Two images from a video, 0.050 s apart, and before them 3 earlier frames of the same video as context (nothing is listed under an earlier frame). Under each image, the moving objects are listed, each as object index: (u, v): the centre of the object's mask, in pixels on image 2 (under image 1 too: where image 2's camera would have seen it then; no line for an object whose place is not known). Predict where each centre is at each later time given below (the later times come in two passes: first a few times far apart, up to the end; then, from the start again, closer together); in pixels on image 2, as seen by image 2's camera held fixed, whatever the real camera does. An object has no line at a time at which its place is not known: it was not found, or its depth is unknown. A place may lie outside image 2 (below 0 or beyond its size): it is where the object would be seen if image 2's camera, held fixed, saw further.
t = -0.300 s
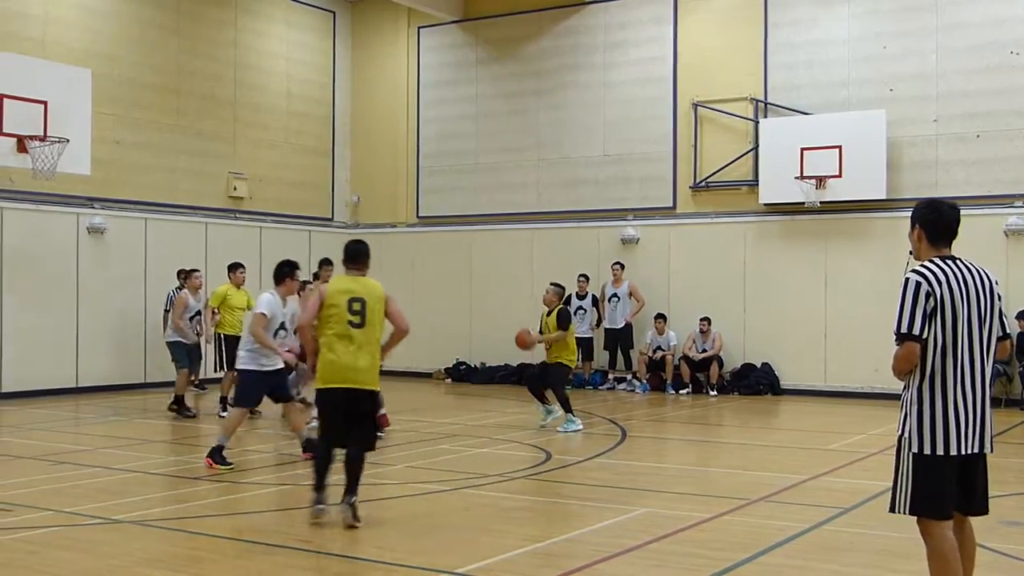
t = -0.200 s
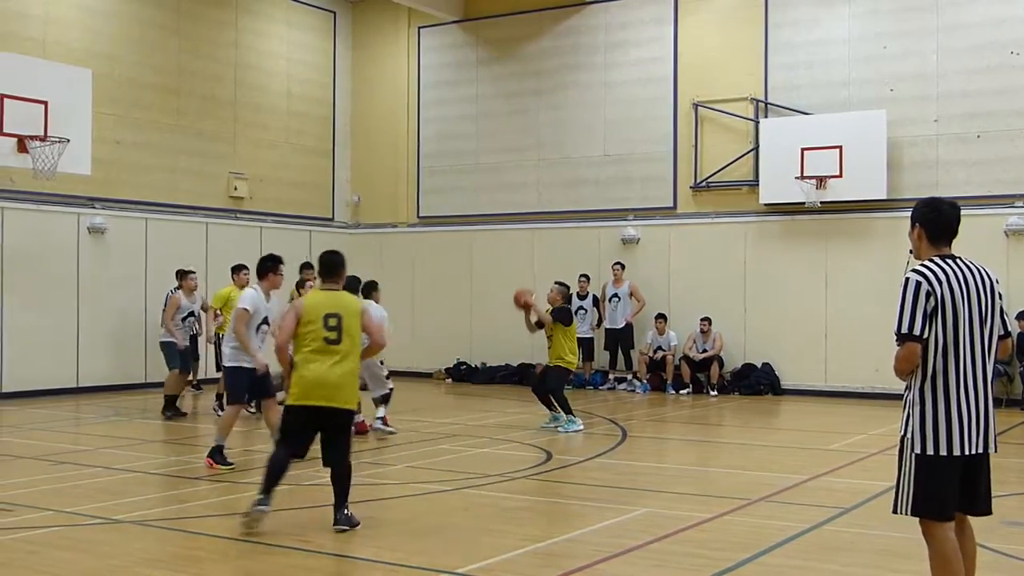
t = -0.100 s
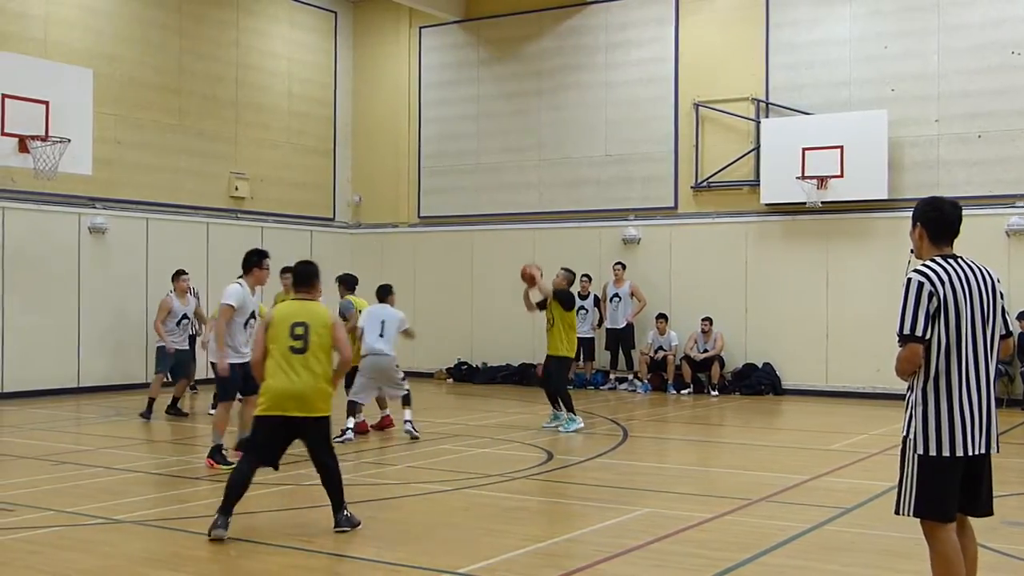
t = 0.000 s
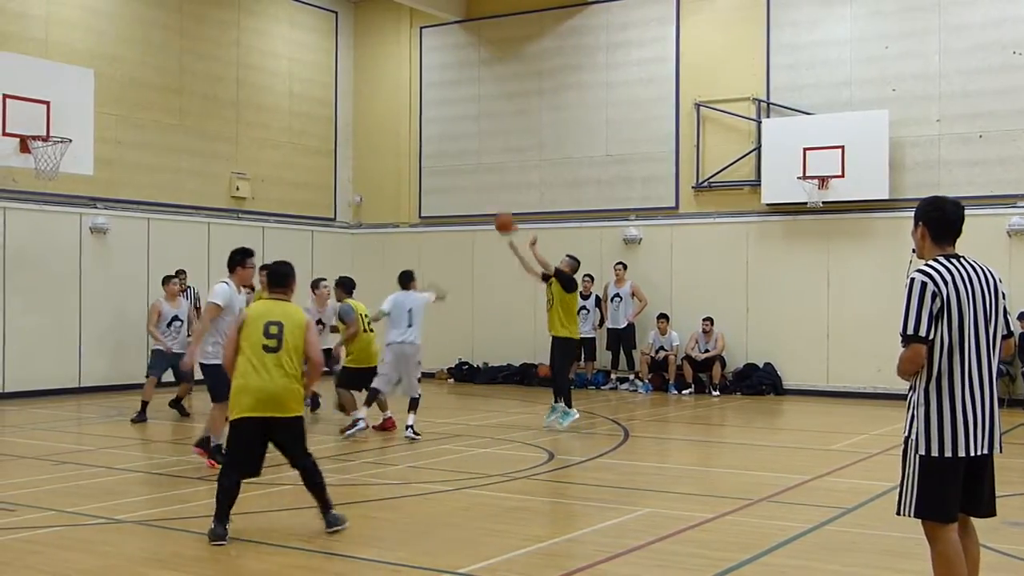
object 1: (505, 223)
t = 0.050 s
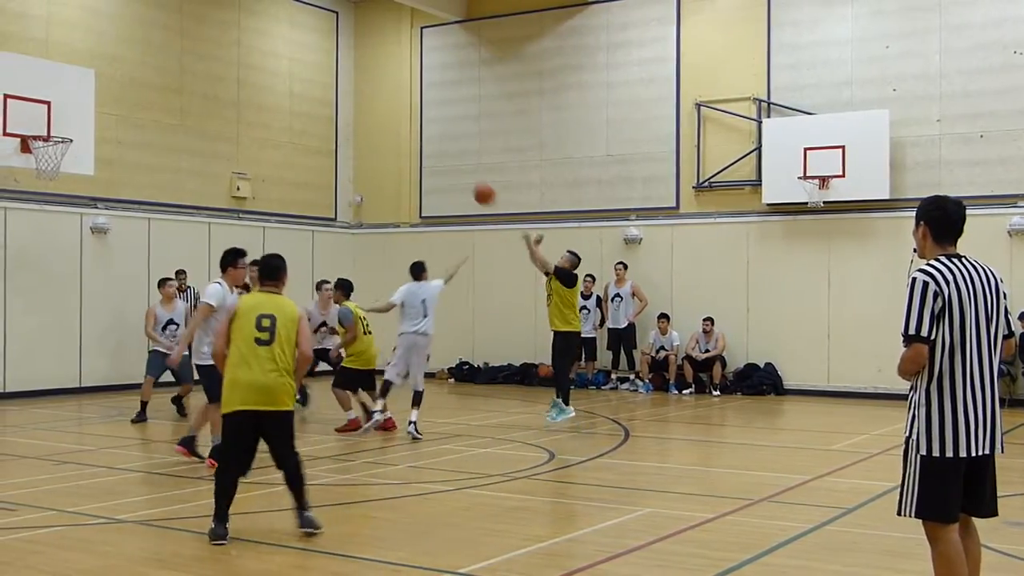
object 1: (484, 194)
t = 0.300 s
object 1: (377, 85)
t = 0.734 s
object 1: (199, 31)
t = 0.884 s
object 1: (138, 53)
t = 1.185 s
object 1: (53, 137)
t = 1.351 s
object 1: (48, 139)
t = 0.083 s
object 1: (470, 176)
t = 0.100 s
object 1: (463, 168)
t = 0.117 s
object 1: (455, 160)
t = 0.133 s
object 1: (448, 151)
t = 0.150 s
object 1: (441, 143)
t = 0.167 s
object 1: (434, 136)
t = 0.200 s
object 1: (419, 121)
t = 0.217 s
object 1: (413, 114)
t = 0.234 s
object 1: (405, 109)
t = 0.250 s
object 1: (398, 102)
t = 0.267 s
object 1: (391, 96)
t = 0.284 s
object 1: (384, 91)
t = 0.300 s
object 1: (377, 85)
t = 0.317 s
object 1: (370, 80)
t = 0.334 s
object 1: (363, 75)
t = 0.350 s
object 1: (356, 71)
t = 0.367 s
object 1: (348, 66)
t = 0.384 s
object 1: (341, 61)
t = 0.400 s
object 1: (335, 58)
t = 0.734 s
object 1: (199, 31)
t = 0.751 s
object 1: (193, 33)
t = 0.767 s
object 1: (187, 35)
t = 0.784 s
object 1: (180, 37)
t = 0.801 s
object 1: (173, 39)
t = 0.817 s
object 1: (166, 41)
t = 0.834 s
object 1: (159, 44)
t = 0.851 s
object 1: (152, 46)
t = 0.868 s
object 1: (145, 50)
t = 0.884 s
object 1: (138, 53)
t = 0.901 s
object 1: (132, 57)
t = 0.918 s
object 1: (125, 61)
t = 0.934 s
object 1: (118, 65)
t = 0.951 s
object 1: (111, 69)
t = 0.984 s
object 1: (96, 79)
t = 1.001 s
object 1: (89, 84)
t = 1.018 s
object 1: (82, 90)
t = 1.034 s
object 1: (75, 95)
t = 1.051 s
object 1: (68, 101)
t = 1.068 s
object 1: (61, 107)
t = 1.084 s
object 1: (55, 114)
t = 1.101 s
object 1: (47, 120)
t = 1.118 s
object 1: (40, 128)
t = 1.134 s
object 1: (35, 133)
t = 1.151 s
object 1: (39, 134)
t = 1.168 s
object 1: (46, 136)
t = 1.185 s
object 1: (53, 137)
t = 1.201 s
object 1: (55, 137)
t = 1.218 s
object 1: (51, 137)
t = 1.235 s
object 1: (46, 137)
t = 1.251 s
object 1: (43, 137)
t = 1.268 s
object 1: (41, 137)
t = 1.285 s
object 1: (42, 137)
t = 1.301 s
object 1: (44, 137)
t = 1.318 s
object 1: (45, 137)
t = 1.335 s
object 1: (47, 138)
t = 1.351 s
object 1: (48, 139)
